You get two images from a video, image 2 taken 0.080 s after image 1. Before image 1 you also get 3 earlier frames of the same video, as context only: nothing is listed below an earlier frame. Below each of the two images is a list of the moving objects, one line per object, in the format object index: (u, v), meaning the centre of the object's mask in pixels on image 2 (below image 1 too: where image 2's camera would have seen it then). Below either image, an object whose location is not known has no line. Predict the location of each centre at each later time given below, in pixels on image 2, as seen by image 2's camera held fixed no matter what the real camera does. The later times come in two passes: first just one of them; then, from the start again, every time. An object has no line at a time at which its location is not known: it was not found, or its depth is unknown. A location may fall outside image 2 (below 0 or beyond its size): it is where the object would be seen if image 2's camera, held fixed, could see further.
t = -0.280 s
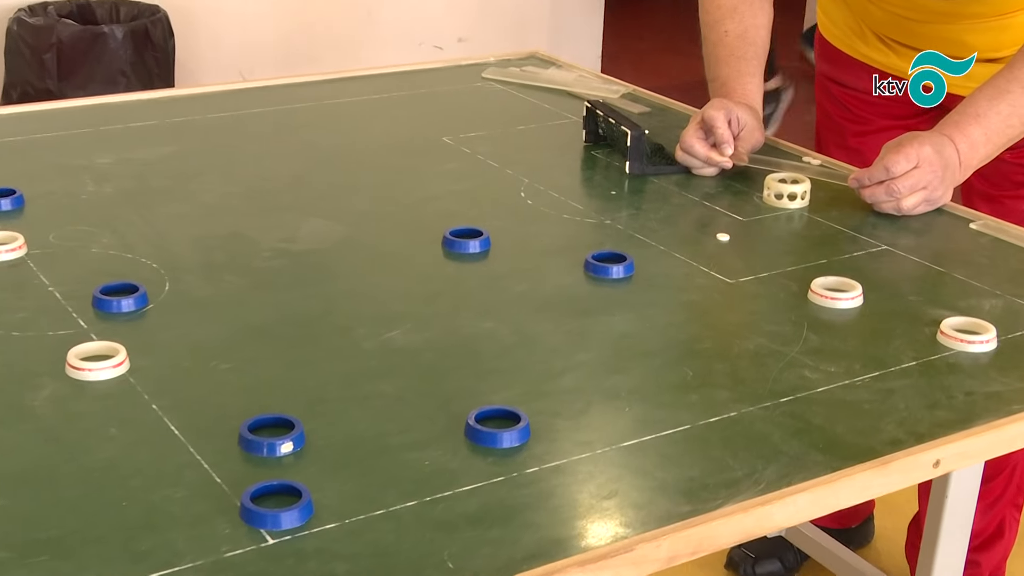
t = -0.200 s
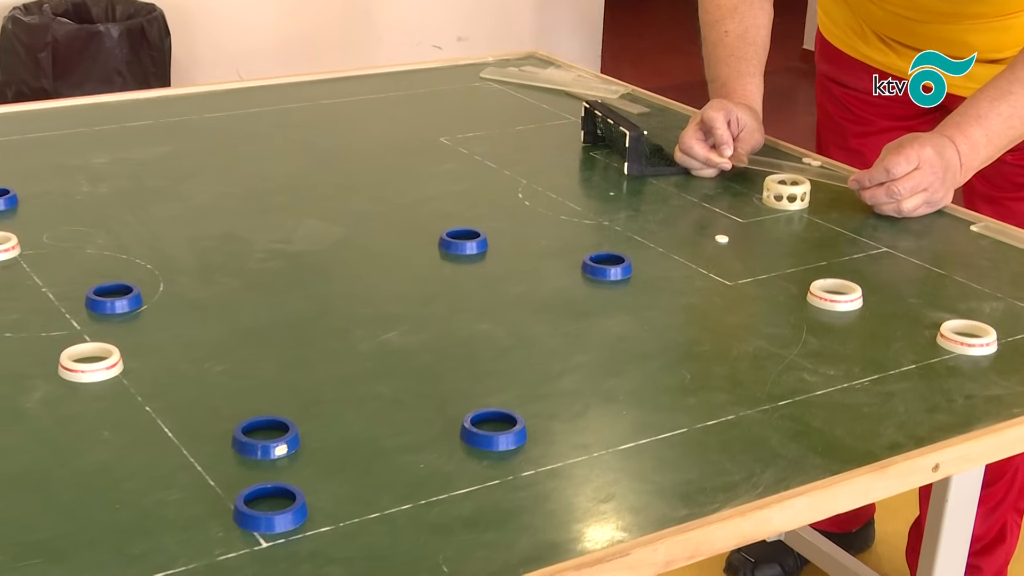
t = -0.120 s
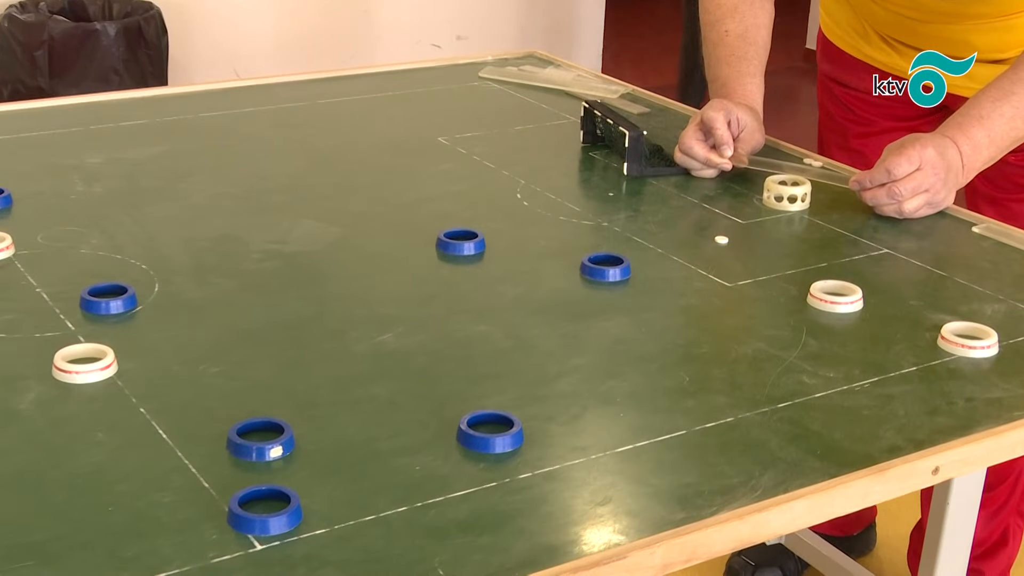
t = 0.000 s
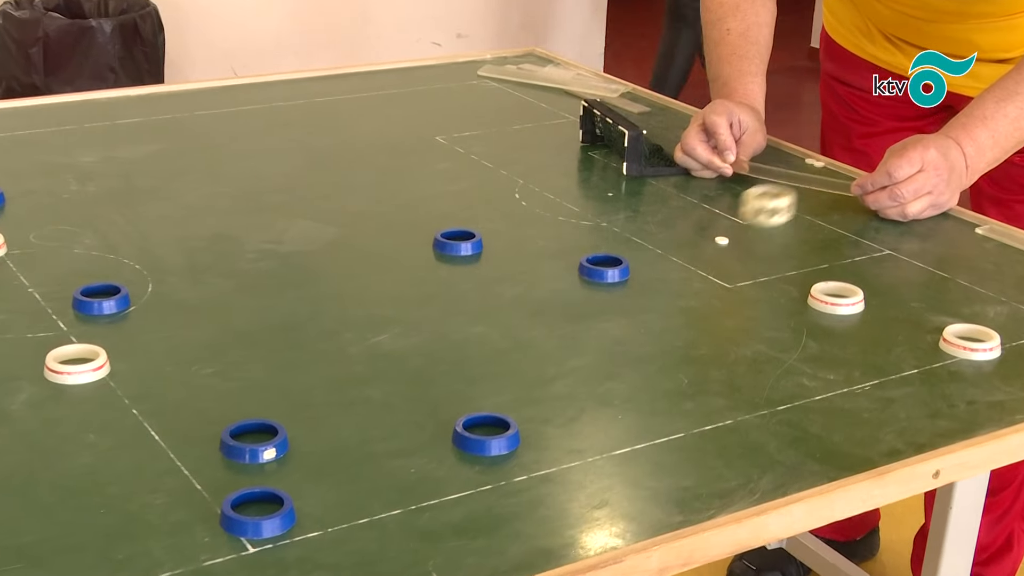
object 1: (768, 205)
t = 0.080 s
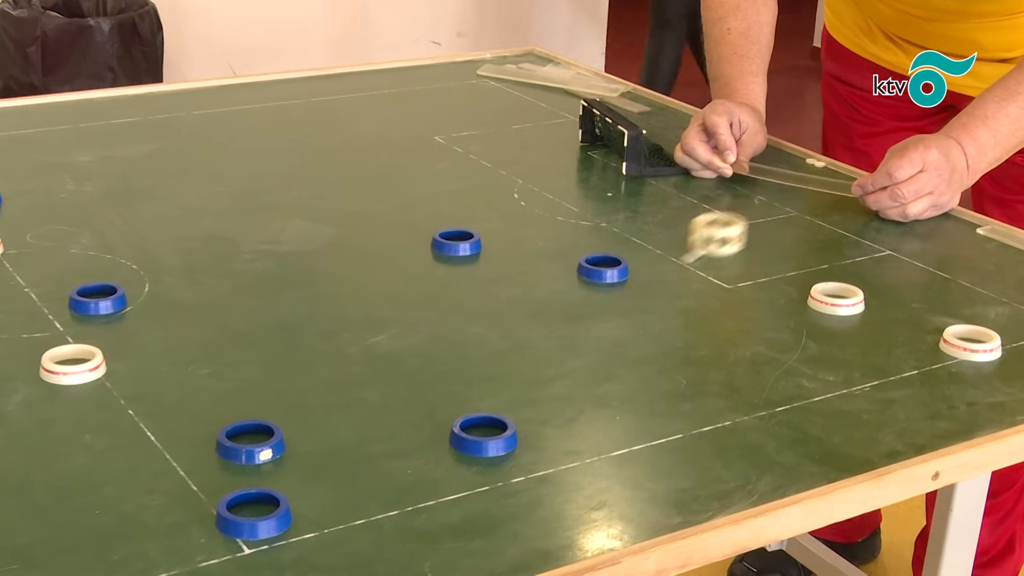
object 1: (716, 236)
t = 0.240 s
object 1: (640, 284)
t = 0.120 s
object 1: (694, 247)
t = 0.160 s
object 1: (672, 259)
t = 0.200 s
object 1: (653, 271)
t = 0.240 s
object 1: (640, 284)
